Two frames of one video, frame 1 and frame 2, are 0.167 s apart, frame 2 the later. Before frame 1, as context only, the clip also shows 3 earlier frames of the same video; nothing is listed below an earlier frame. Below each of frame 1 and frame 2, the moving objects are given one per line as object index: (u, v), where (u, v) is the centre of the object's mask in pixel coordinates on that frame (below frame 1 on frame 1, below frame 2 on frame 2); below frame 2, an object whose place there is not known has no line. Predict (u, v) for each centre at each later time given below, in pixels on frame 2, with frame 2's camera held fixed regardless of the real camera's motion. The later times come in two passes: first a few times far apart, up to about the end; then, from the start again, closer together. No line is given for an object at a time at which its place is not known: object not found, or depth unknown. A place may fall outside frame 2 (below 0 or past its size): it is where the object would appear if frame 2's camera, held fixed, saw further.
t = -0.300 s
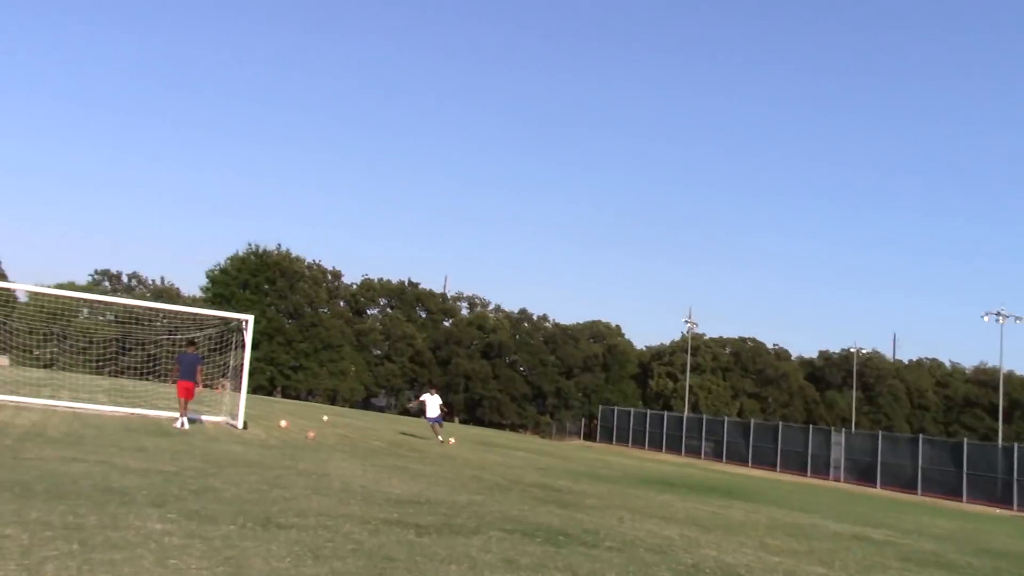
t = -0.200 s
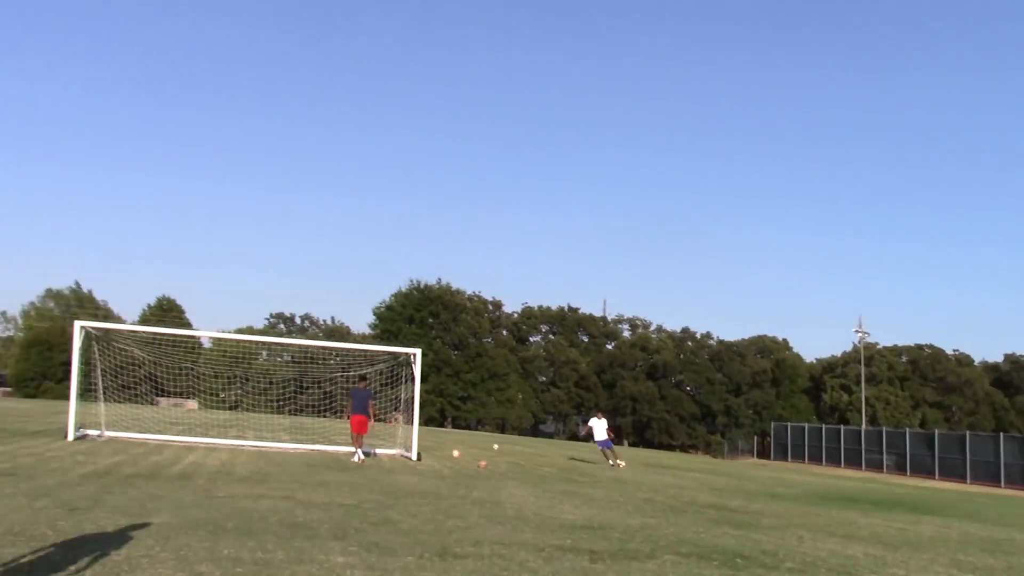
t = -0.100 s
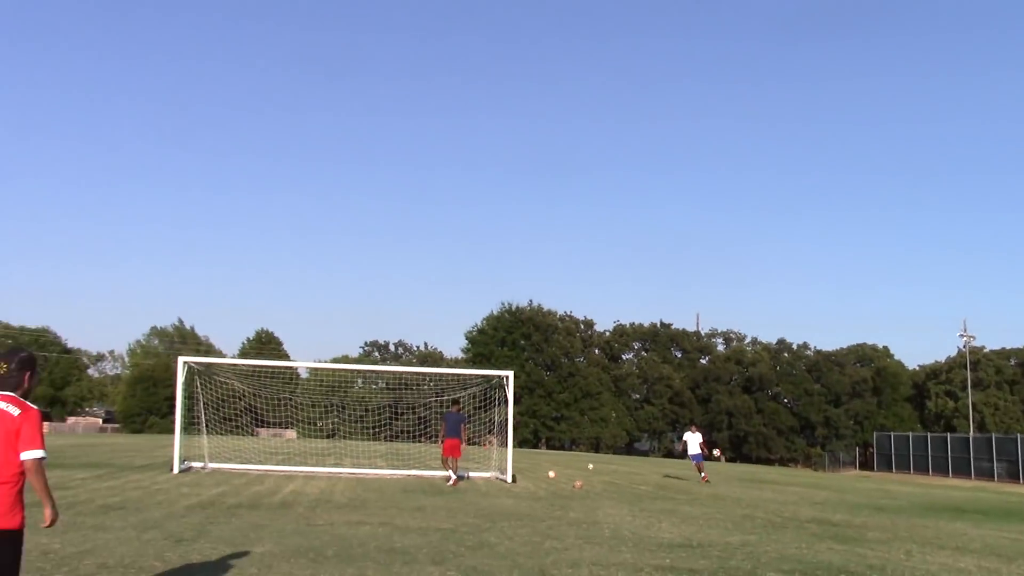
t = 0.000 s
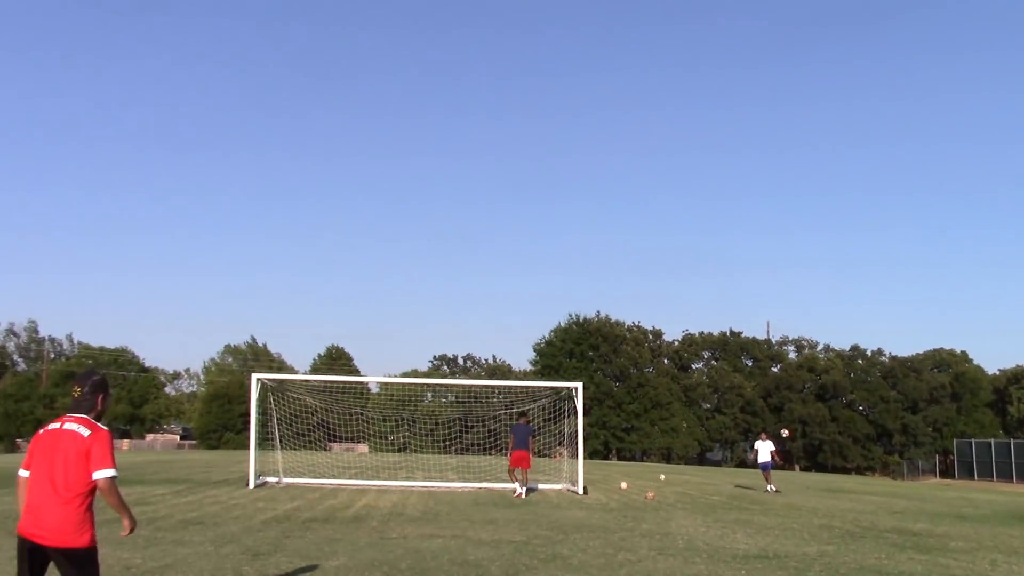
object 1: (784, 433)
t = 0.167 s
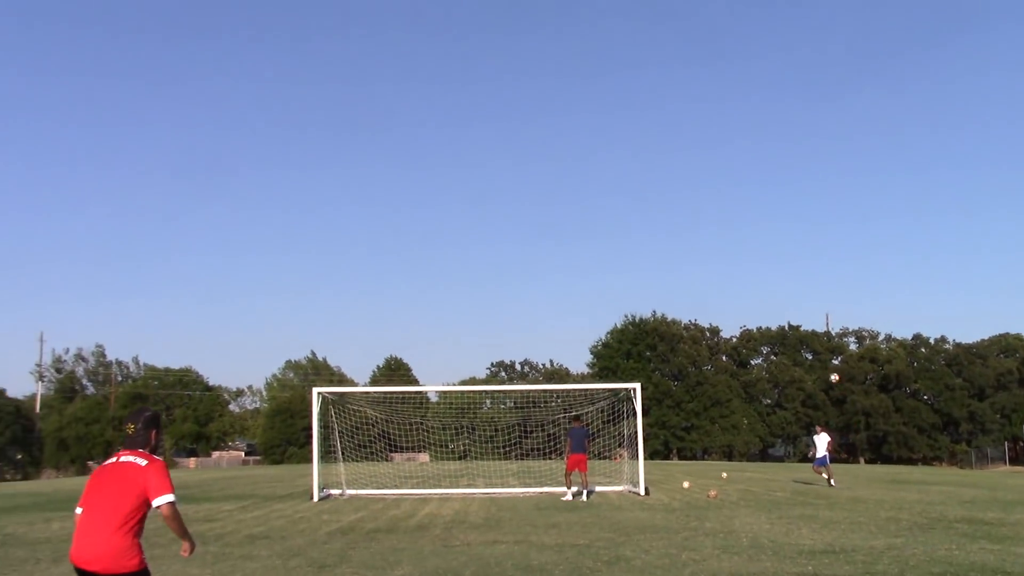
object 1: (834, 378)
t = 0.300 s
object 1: (822, 340)
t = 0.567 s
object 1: (789, 271)
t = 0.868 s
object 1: (736, 202)
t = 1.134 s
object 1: (664, 162)
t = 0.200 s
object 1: (832, 370)
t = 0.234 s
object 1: (828, 359)
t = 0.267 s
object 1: (826, 349)
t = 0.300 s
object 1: (822, 340)
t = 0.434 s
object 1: (808, 304)
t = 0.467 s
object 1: (803, 296)
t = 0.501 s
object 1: (798, 287)
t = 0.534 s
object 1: (794, 279)
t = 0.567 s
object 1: (789, 271)
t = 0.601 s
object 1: (783, 263)
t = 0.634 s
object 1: (778, 254)
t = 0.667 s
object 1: (772, 247)
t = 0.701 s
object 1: (766, 238)
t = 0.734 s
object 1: (761, 231)
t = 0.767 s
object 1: (755, 223)
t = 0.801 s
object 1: (748, 216)
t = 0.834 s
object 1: (742, 209)
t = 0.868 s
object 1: (736, 202)
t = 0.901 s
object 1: (728, 196)
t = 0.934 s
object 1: (720, 190)
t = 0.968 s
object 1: (712, 184)
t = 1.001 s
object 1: (704, 179)
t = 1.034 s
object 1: (695, 174)
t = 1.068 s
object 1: (685, 170)
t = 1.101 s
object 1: (674, 166)
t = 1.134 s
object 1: (664, 162)
